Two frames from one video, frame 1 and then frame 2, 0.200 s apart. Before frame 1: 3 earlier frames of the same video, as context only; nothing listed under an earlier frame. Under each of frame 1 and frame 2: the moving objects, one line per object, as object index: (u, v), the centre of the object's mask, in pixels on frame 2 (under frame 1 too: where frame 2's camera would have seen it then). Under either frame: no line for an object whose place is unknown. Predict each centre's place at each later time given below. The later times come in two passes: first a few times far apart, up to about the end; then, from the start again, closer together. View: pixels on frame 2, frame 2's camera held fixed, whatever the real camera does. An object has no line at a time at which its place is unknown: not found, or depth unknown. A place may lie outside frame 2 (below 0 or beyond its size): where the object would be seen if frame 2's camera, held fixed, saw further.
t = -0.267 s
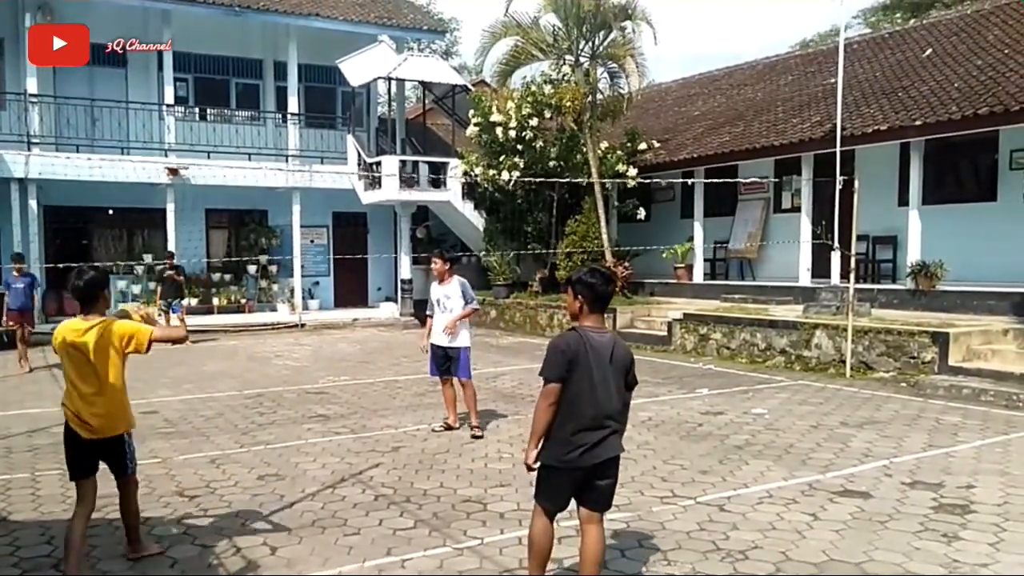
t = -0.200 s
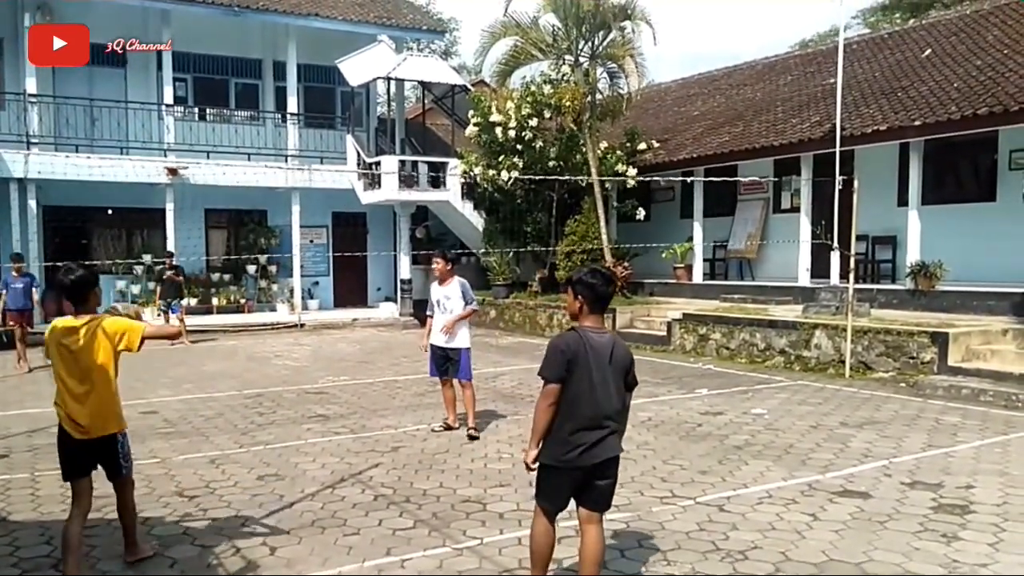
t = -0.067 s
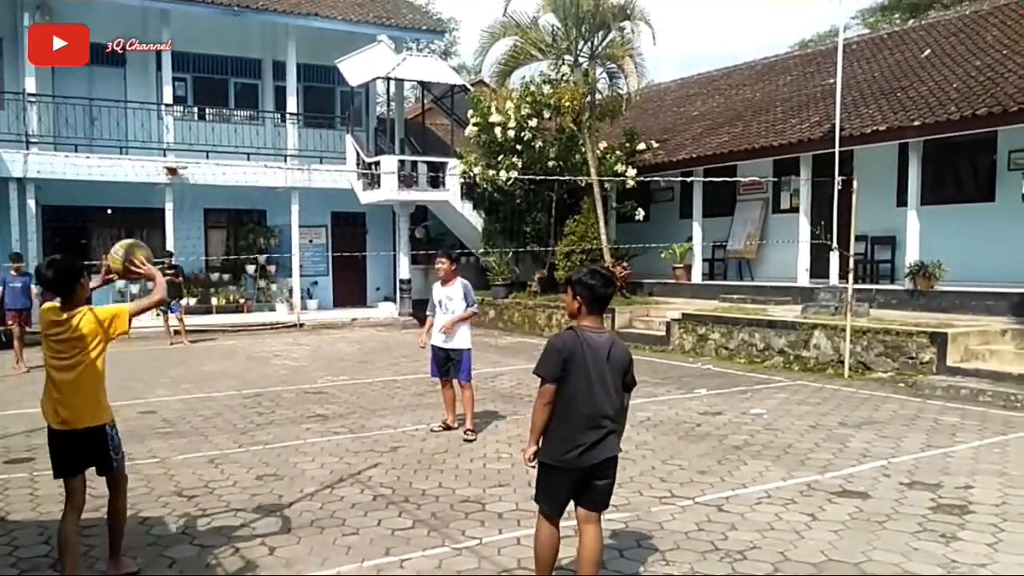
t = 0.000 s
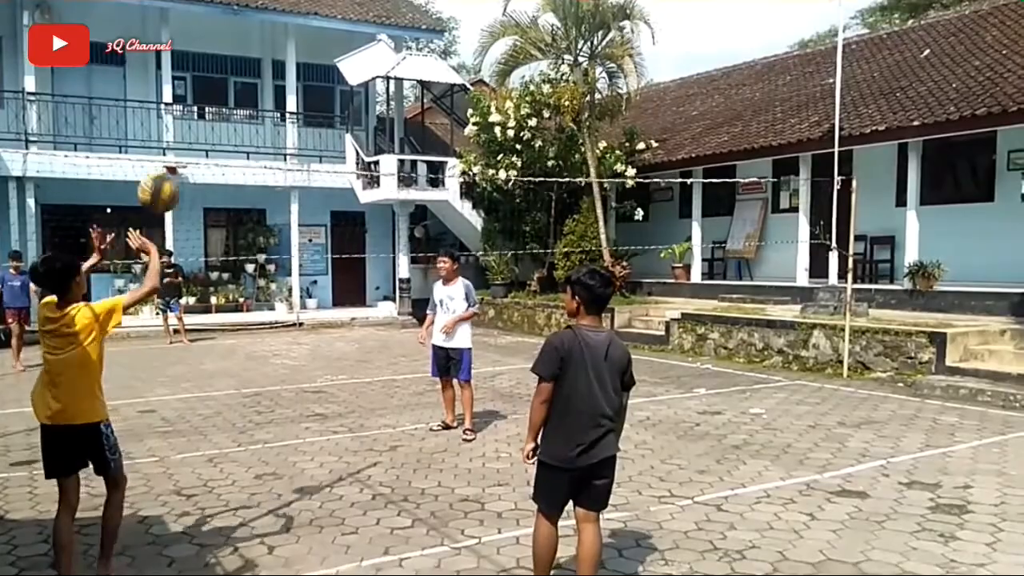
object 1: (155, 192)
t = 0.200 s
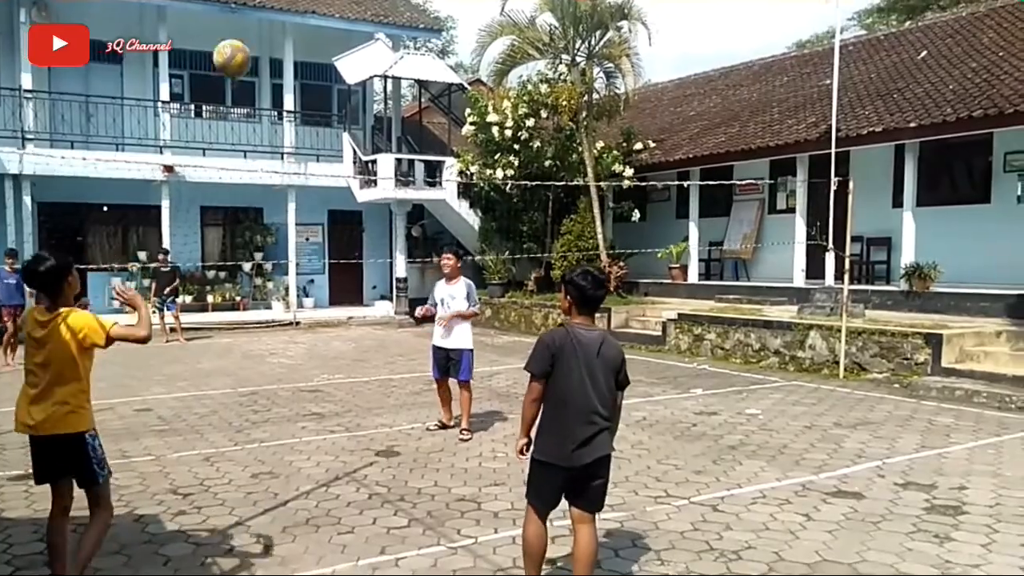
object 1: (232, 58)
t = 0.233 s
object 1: (243, 45)
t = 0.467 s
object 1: (314, 13)
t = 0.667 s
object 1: (364, 49)
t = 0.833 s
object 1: (399, 117)
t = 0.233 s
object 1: (243, 45)
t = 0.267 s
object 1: (254, 34)
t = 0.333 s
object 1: (275, 18)
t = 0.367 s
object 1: (286, 15)
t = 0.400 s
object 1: (296, 13)
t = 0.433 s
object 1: (305, 13)
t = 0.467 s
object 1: (314, 13)
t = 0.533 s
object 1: (332, 17)
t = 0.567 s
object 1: (341, 23)
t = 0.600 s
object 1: (348, 30)
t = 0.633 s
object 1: (356, 39)
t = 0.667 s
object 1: (364, 49)
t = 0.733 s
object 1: (380, 75)
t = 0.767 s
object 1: (385, 88)
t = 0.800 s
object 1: (393, 103)
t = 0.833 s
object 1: (399, 117)
